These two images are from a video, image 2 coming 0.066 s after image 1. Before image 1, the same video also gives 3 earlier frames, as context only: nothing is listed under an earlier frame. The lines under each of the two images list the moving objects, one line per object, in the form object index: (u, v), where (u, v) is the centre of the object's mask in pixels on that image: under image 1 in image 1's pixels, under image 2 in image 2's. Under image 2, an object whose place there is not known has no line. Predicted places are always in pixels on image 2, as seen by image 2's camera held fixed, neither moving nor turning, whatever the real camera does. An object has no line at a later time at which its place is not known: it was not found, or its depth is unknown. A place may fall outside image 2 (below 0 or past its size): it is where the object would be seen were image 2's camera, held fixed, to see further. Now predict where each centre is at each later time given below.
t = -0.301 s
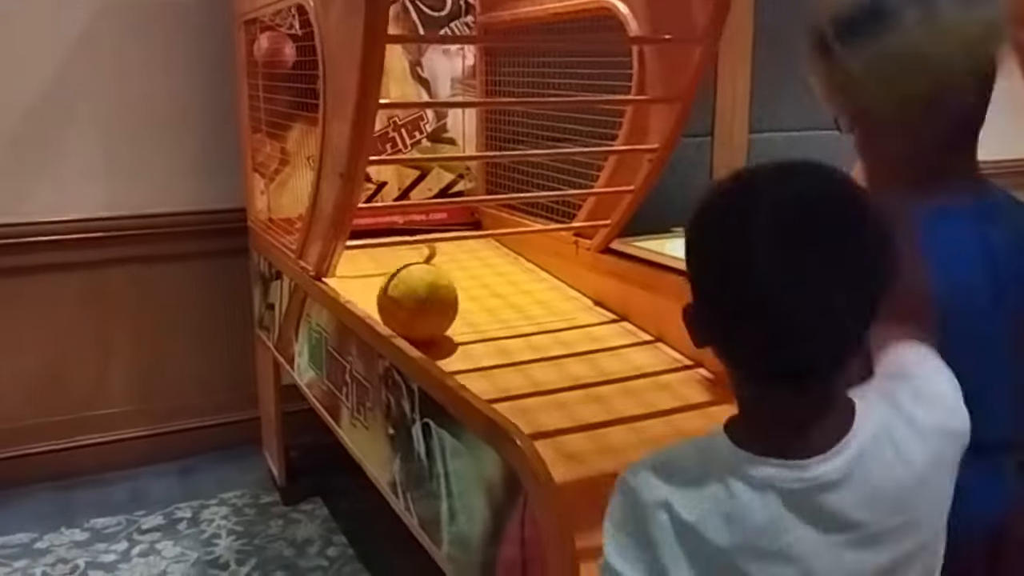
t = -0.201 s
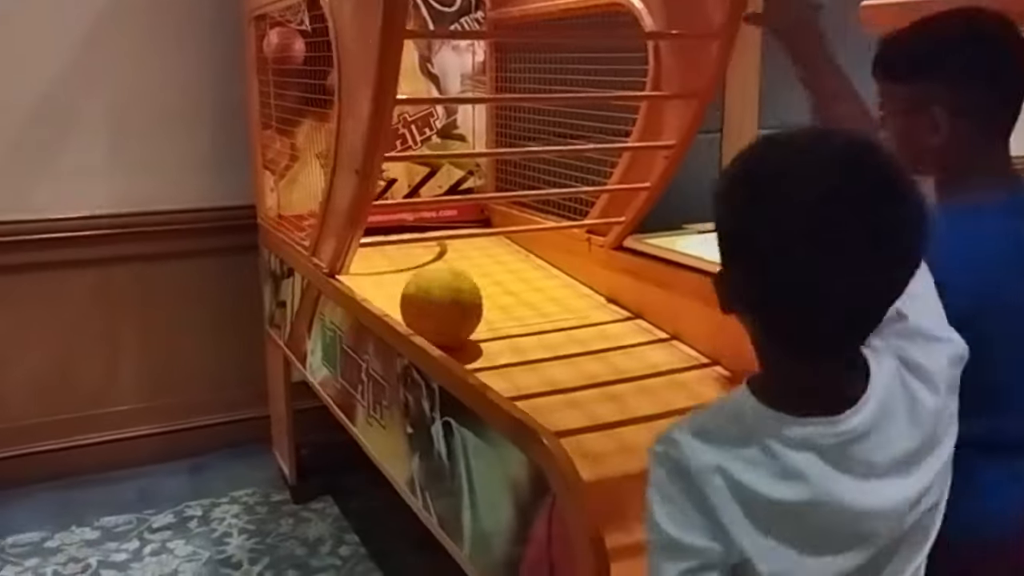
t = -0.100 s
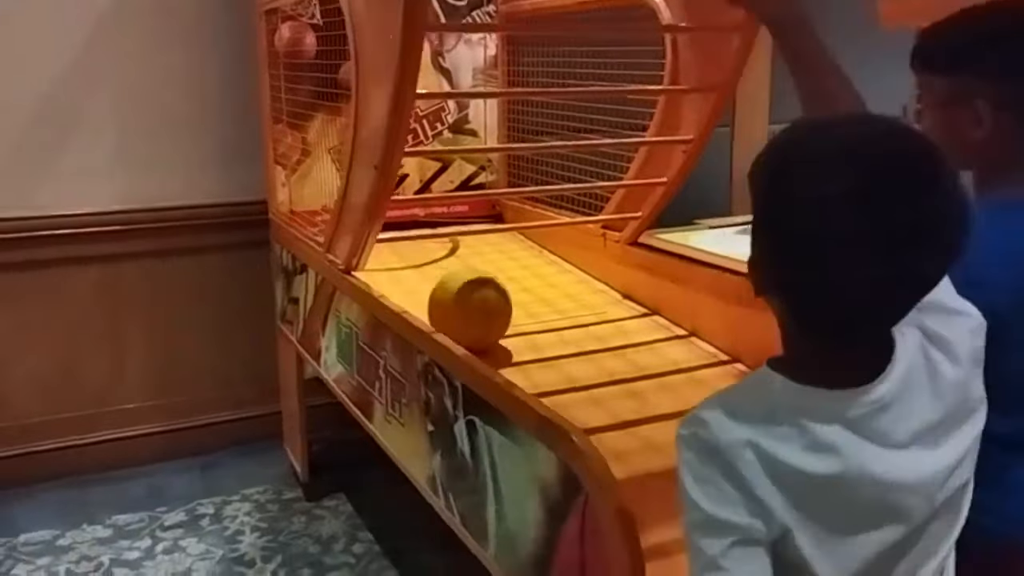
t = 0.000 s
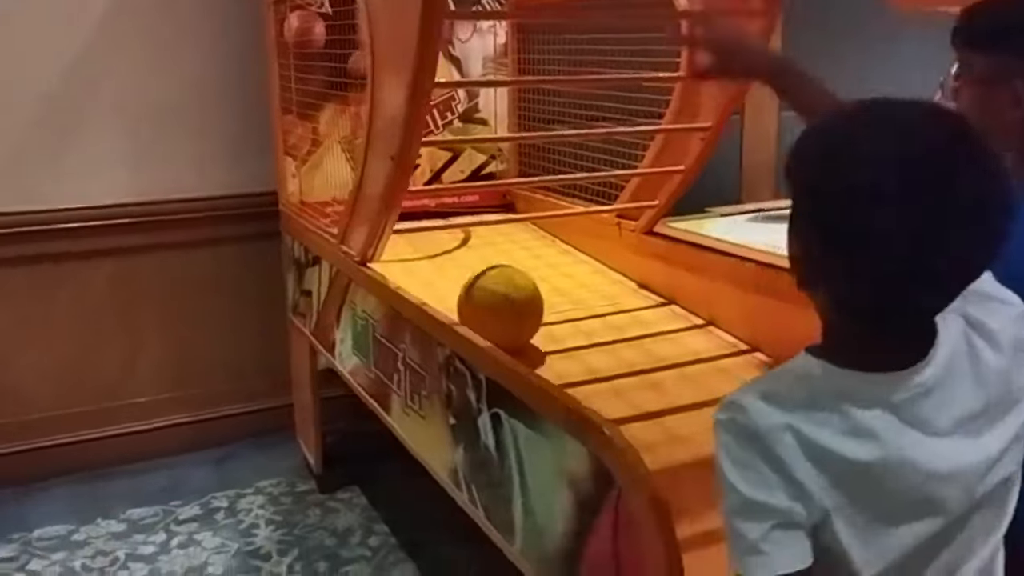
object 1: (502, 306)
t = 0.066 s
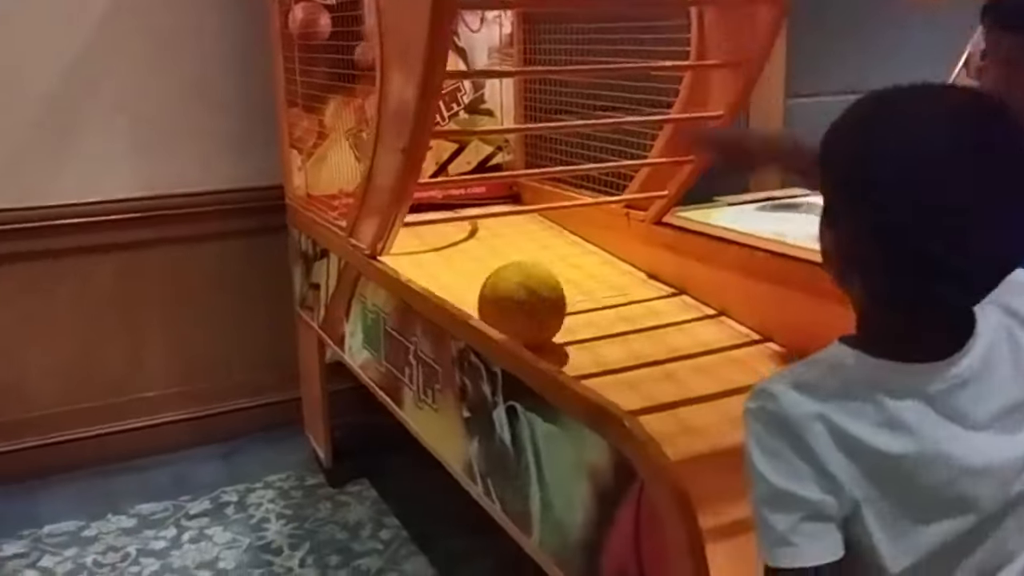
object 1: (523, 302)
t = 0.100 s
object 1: (528, 305)
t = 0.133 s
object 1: (534, 309)
